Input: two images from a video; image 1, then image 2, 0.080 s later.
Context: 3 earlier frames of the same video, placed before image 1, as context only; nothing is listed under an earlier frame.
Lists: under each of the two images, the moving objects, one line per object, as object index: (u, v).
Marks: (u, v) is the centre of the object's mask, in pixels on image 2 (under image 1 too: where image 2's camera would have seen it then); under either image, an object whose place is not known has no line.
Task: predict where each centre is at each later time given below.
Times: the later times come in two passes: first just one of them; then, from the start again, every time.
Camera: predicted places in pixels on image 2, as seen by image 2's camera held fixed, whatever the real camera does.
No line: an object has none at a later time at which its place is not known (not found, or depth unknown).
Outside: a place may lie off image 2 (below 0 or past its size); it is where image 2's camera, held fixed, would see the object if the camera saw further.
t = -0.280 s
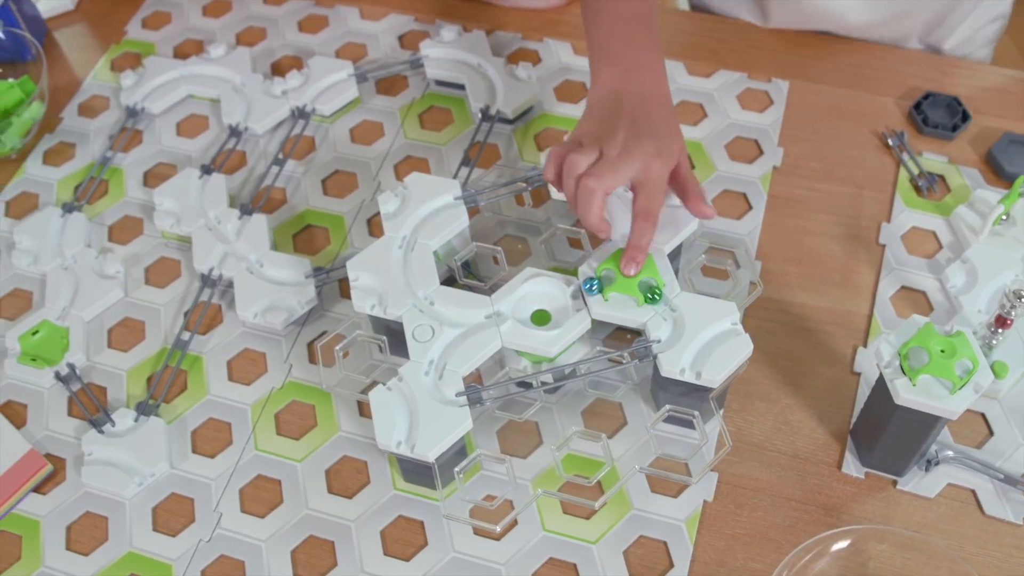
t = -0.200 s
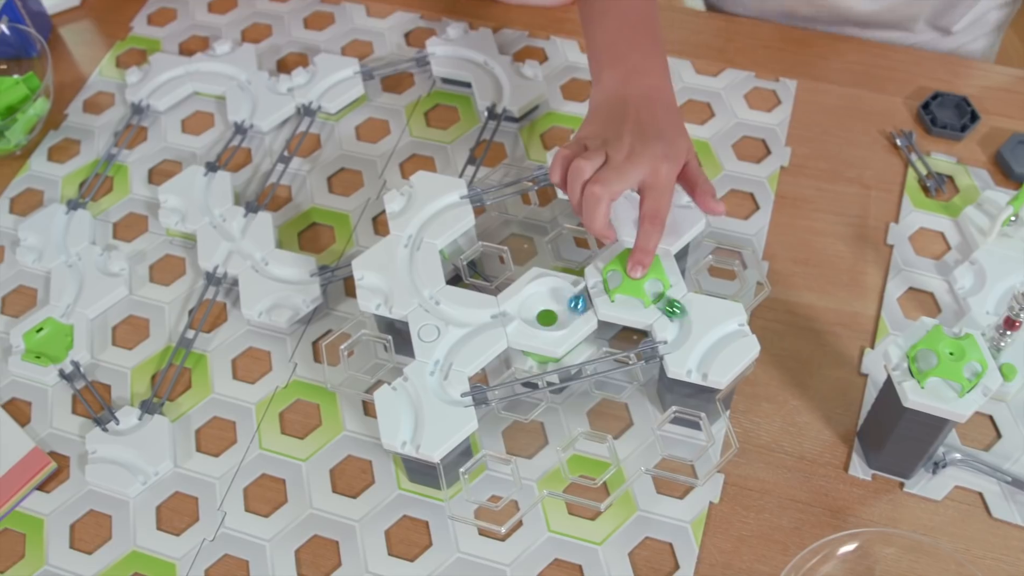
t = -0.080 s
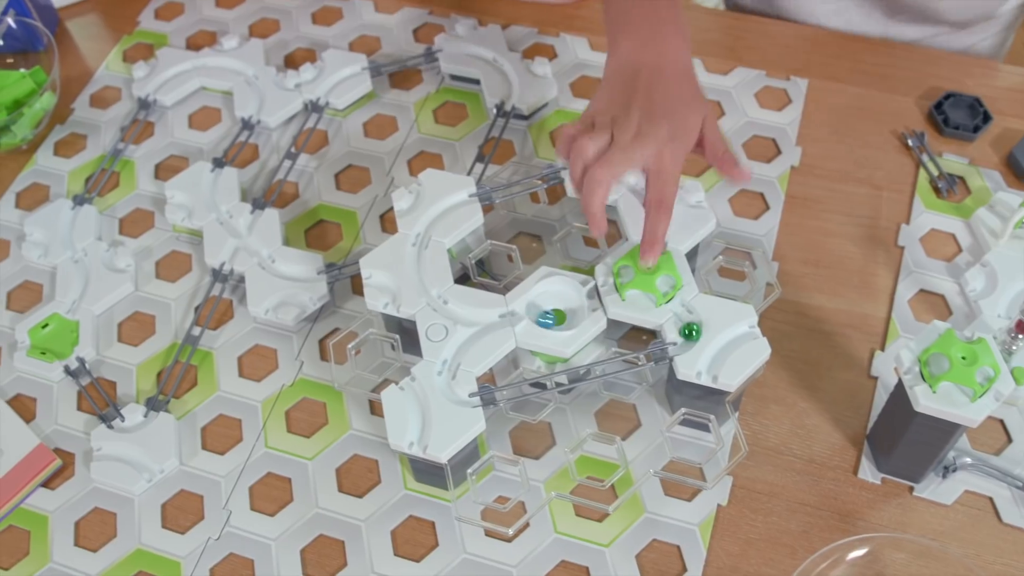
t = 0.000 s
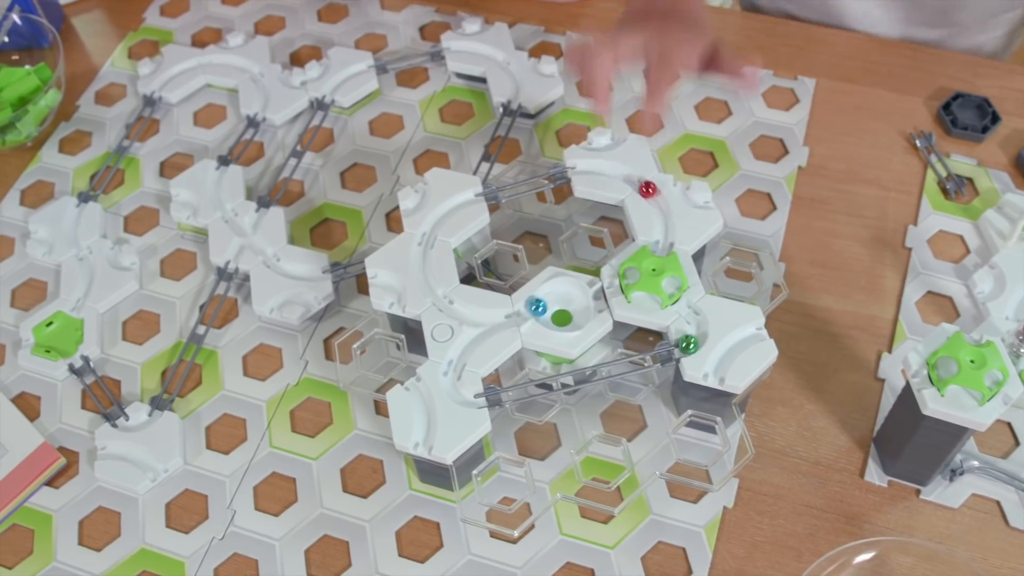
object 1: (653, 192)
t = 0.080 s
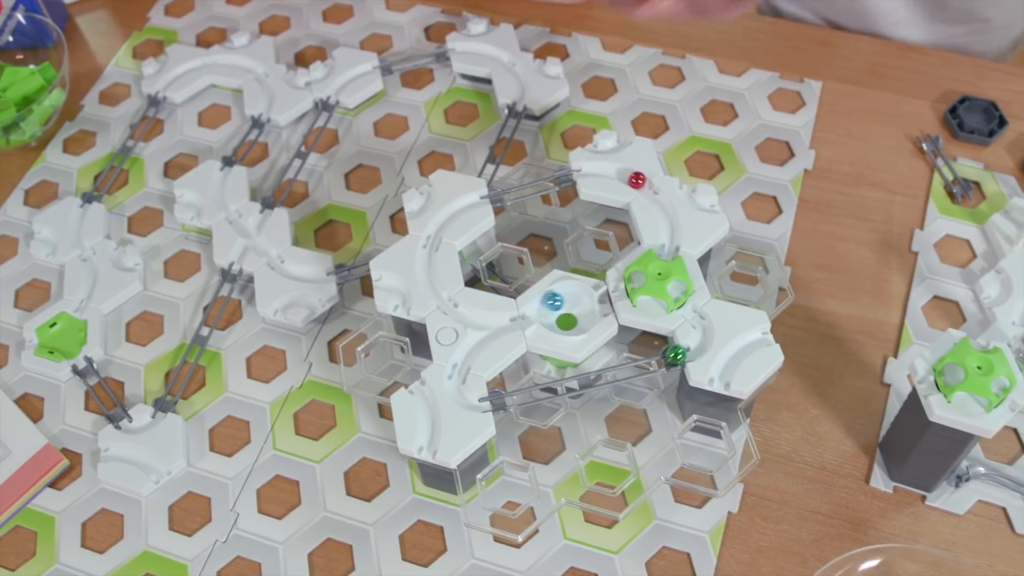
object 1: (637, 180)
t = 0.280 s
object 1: (585, 169)
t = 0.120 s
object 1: (627, 175)
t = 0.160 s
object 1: (617, 172)
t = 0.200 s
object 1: (607, 170)
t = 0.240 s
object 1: (596, 169)
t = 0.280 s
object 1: (585, 169)
